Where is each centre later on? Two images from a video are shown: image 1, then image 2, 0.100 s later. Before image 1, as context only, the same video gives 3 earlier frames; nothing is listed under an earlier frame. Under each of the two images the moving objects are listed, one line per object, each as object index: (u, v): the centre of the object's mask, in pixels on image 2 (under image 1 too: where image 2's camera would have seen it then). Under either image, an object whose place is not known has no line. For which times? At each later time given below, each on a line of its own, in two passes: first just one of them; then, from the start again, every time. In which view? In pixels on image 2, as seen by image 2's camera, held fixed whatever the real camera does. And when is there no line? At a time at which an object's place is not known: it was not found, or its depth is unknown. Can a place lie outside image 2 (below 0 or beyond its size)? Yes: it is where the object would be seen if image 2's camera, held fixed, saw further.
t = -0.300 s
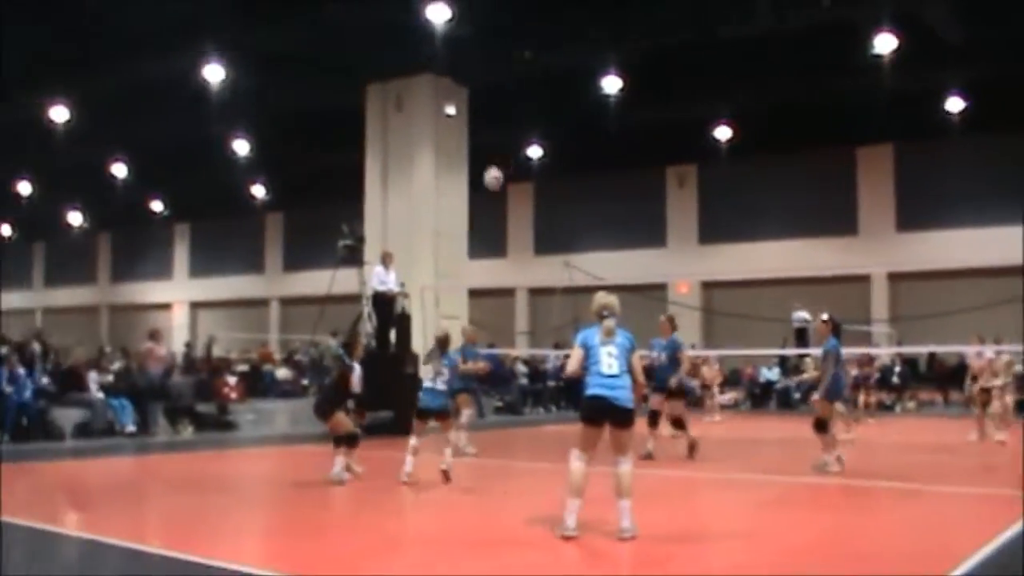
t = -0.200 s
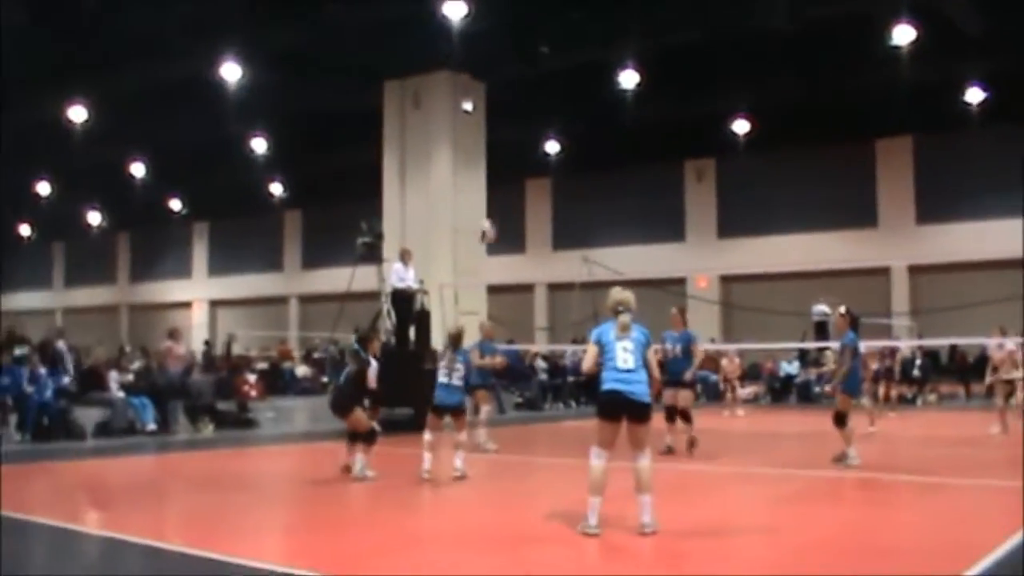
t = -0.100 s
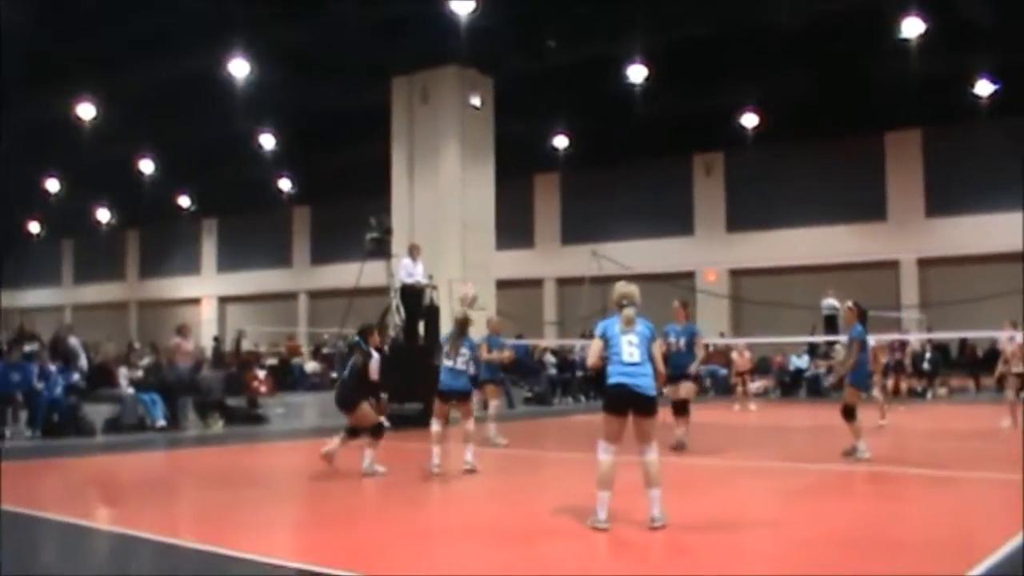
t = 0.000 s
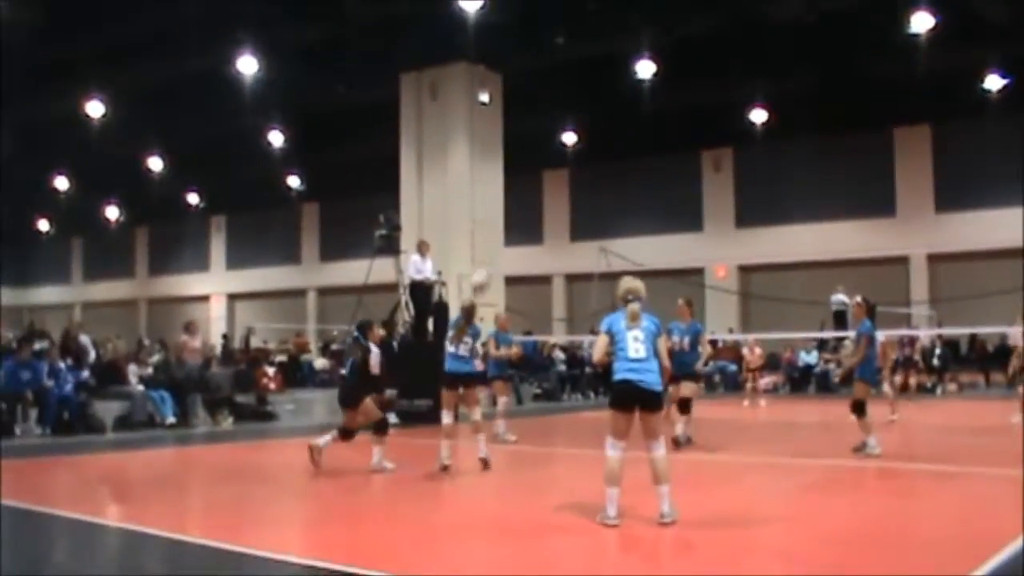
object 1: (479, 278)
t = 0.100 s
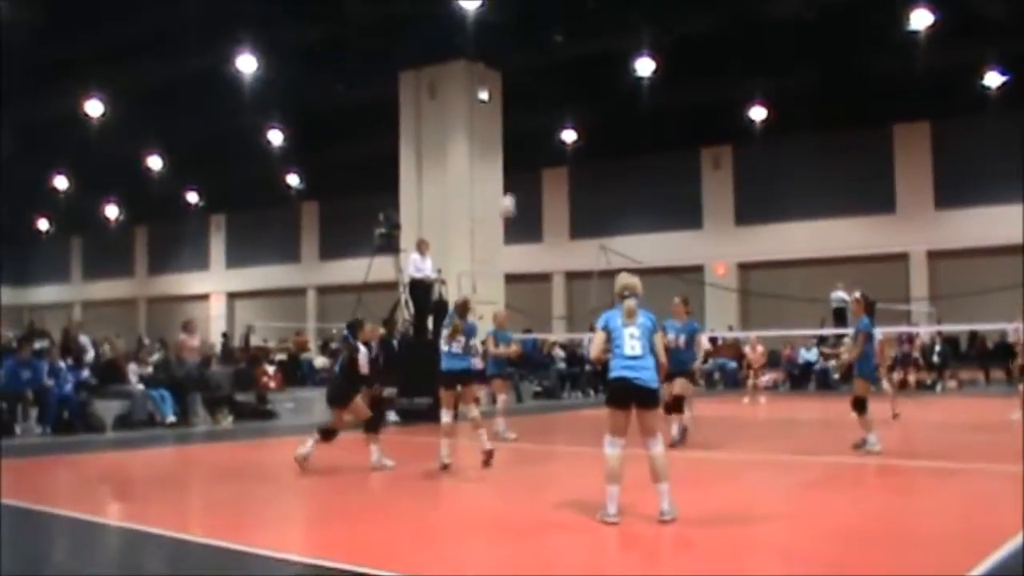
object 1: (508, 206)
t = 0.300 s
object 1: (560, 98)
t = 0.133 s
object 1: (515, 185)
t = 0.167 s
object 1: (525, 165)
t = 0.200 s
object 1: (534, 146)
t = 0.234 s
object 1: (542, 128)
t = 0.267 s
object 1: (551, 112)
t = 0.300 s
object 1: (560, 98)
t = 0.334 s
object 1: (569, 84)
